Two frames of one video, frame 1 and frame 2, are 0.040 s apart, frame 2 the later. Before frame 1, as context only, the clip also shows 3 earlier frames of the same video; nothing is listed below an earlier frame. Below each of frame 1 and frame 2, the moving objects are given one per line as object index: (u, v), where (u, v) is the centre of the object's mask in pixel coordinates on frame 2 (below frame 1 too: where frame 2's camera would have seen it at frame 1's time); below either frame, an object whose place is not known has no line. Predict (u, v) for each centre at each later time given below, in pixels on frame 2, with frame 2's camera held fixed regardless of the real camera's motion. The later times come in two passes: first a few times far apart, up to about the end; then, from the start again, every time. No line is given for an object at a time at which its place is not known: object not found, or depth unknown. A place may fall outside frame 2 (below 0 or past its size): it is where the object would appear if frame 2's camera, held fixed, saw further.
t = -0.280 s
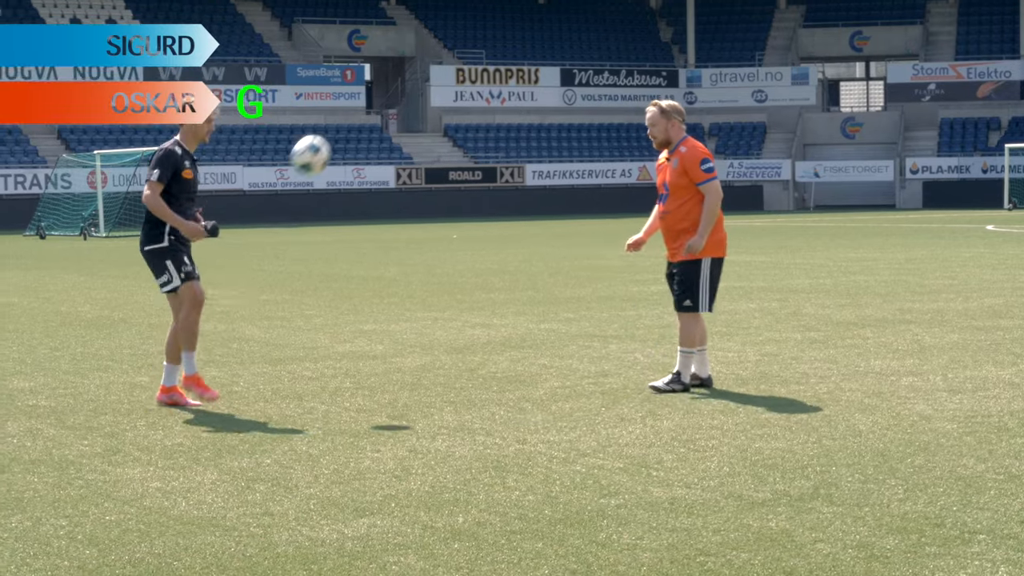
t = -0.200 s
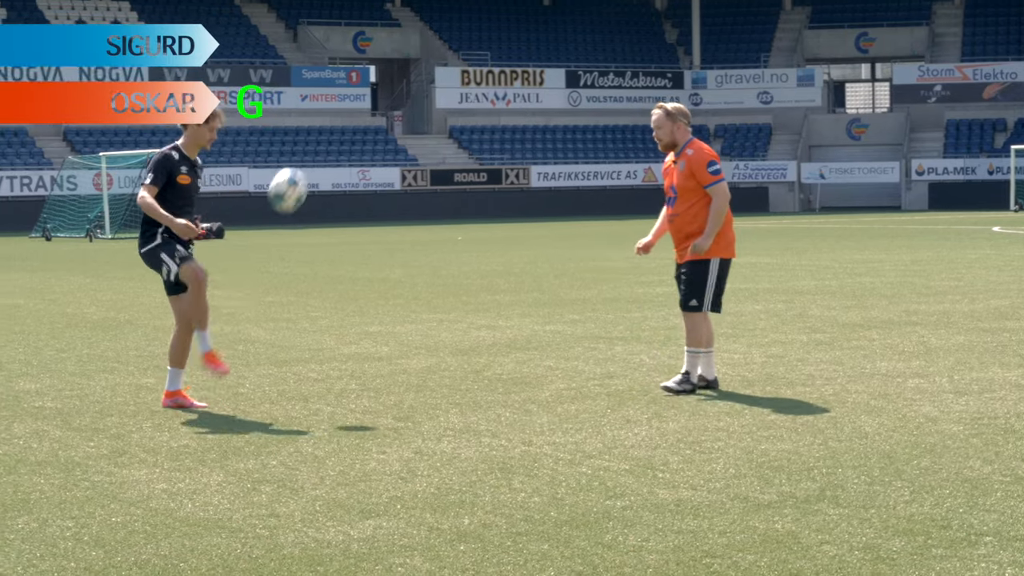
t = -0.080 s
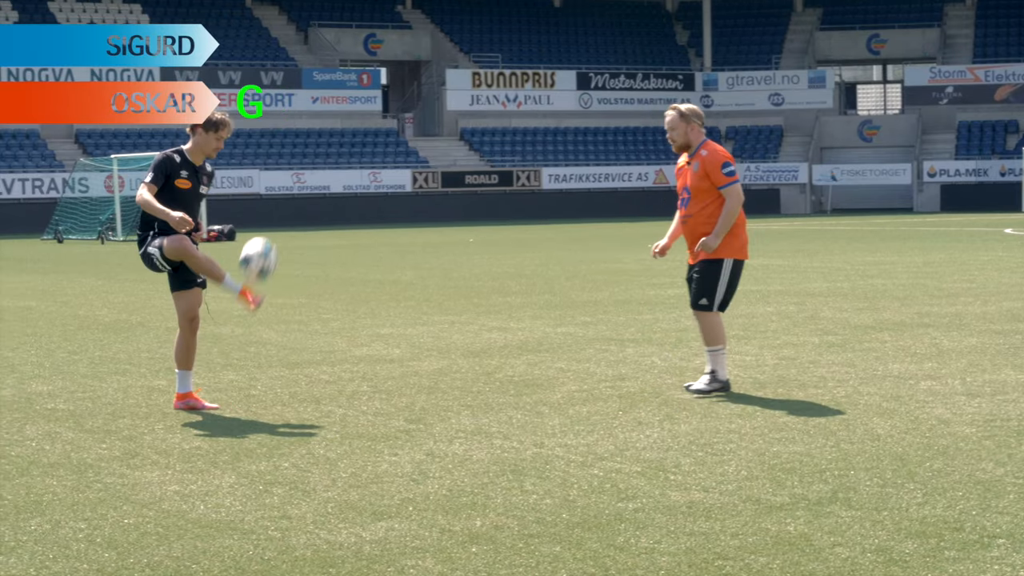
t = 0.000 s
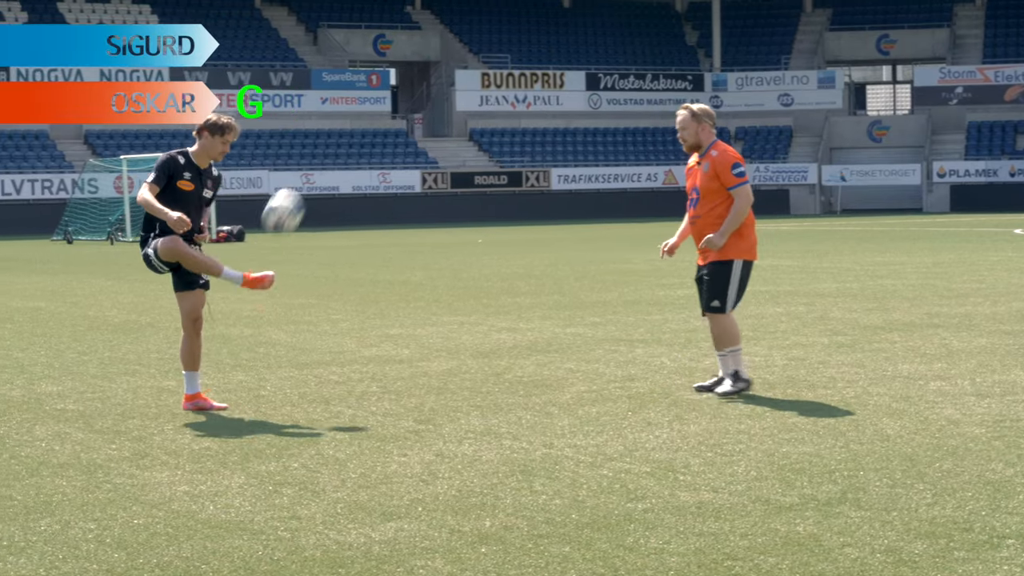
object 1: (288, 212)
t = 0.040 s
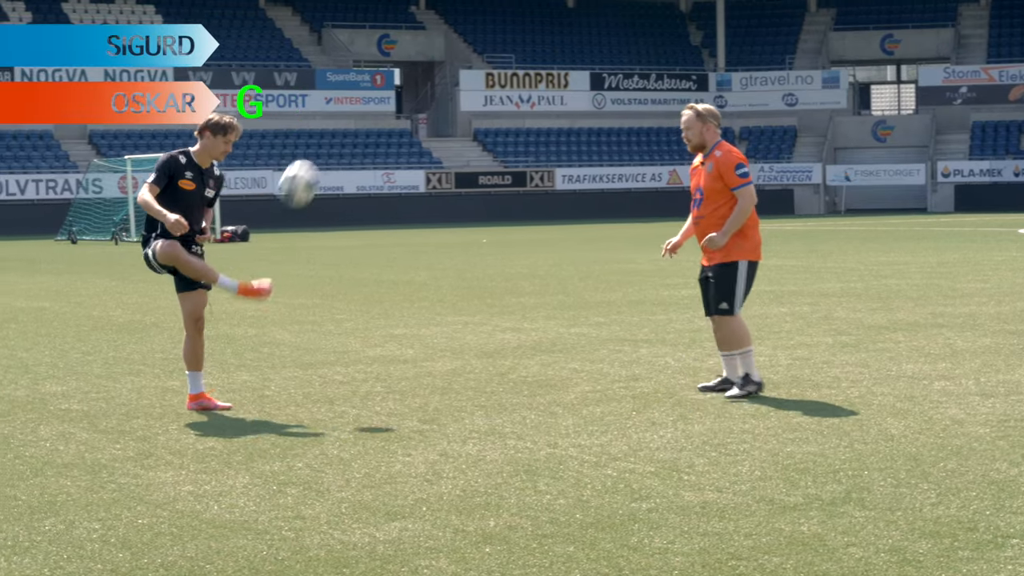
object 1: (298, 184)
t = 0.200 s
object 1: (345, 92)
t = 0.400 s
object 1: (400, 42)
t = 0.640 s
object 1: (461, 65)
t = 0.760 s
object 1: (492, 110)
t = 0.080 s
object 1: (311, 155)
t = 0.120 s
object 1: (322, 133)
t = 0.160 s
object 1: (333, 111)
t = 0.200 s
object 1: (345, 92)
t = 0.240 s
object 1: (357, 76)
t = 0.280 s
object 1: (368, 65)
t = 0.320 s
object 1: (378, 55)
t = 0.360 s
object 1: (389, 47)
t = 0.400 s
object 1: (400, 42)
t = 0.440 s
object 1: (411, 40)
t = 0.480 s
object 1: (421, 40)
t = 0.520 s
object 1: (432, 43)
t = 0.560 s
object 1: (442, 48)
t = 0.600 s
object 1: (452, 55)
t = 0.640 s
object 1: (461, 65)
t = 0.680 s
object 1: (472, 76)
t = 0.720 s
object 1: (482, 91)
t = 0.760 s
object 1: (492, 110)
